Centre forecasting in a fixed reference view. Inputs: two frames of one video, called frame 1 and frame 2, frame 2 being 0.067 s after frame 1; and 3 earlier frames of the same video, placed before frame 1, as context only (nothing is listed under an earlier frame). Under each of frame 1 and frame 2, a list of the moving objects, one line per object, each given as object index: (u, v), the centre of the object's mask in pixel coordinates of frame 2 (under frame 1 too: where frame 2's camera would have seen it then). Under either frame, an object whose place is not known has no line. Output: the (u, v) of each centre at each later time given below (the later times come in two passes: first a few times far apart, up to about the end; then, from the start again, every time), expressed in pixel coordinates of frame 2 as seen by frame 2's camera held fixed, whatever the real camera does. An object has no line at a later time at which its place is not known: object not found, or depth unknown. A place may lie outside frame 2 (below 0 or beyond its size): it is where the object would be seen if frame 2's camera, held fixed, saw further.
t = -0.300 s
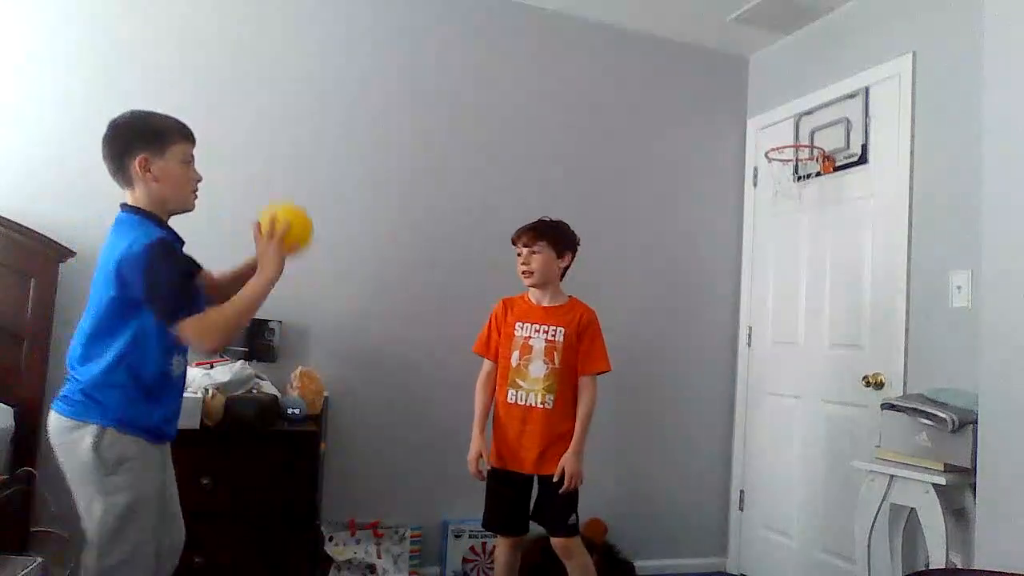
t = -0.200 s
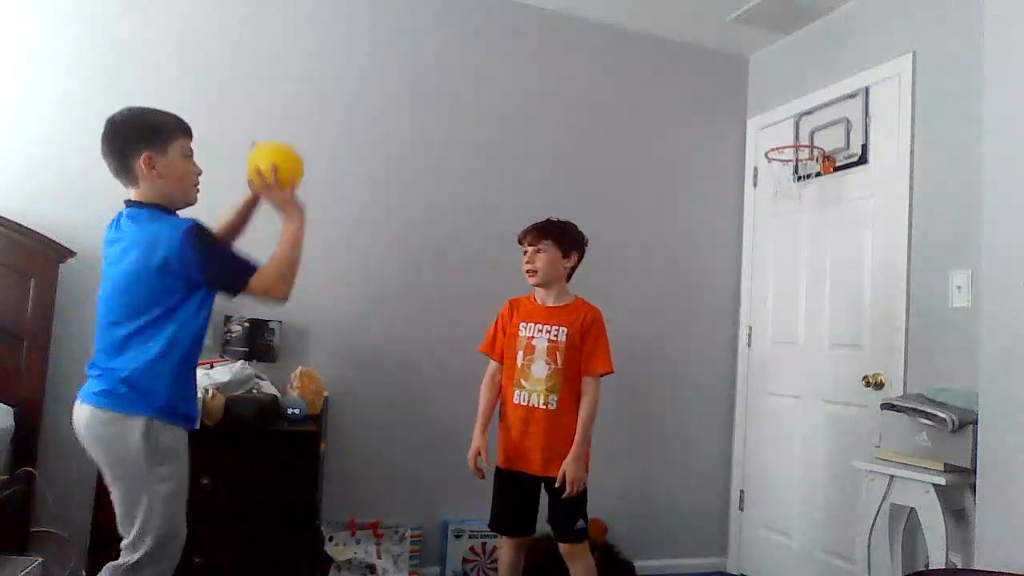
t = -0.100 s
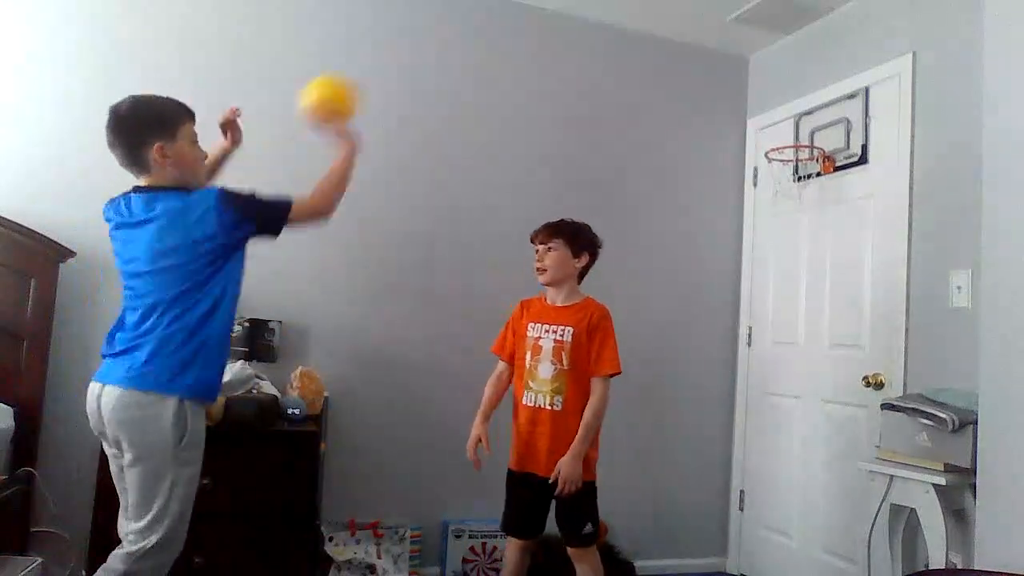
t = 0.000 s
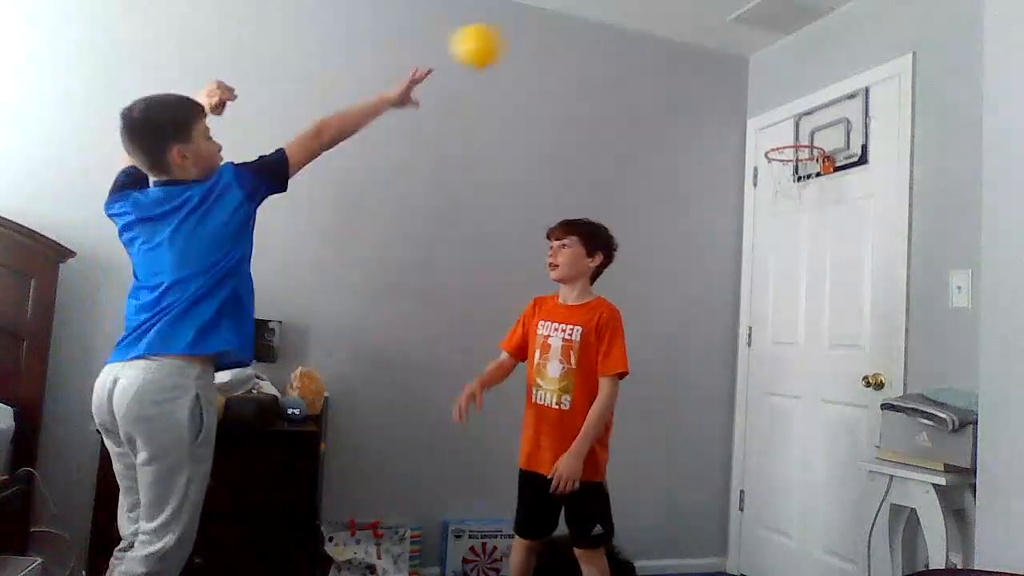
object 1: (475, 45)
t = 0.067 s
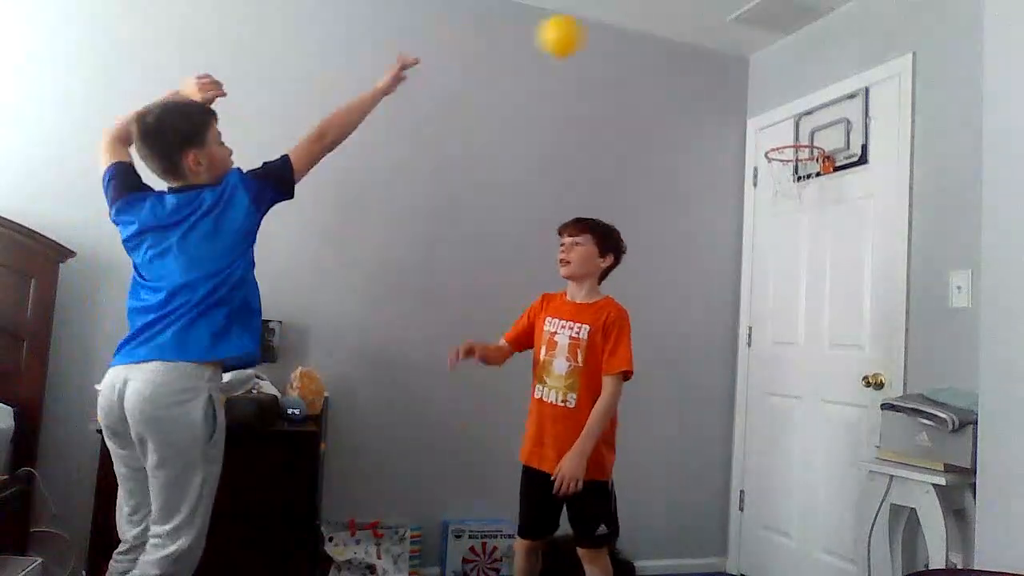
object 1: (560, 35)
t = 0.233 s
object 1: (709, 63)
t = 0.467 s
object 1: (775, 137)
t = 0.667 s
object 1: (728, 112)
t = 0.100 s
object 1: (594, 36)
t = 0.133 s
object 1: (627, 39)
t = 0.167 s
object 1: (656, 45)
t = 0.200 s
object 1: (684, 54)
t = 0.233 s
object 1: (709, 63)
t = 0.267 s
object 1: (732, 76)
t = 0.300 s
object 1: (754, 90)
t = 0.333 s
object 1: (775, 107)
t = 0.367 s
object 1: (796, 126)
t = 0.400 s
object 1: (800, 139)
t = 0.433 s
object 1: (786, 140)
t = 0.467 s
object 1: (775, 137)
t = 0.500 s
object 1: (767, 130)
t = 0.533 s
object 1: (760, 122)
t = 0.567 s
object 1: (753, 116)
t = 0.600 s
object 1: (745, 111)
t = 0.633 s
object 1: (736, 110)
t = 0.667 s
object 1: (728, 112)
